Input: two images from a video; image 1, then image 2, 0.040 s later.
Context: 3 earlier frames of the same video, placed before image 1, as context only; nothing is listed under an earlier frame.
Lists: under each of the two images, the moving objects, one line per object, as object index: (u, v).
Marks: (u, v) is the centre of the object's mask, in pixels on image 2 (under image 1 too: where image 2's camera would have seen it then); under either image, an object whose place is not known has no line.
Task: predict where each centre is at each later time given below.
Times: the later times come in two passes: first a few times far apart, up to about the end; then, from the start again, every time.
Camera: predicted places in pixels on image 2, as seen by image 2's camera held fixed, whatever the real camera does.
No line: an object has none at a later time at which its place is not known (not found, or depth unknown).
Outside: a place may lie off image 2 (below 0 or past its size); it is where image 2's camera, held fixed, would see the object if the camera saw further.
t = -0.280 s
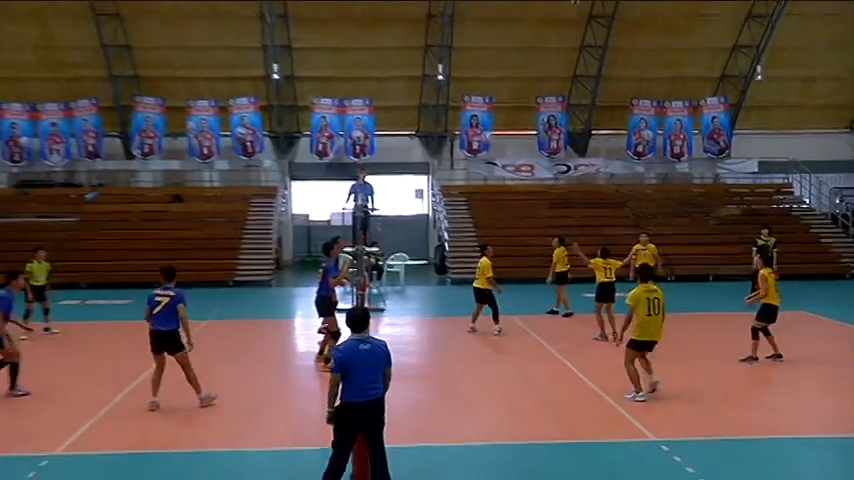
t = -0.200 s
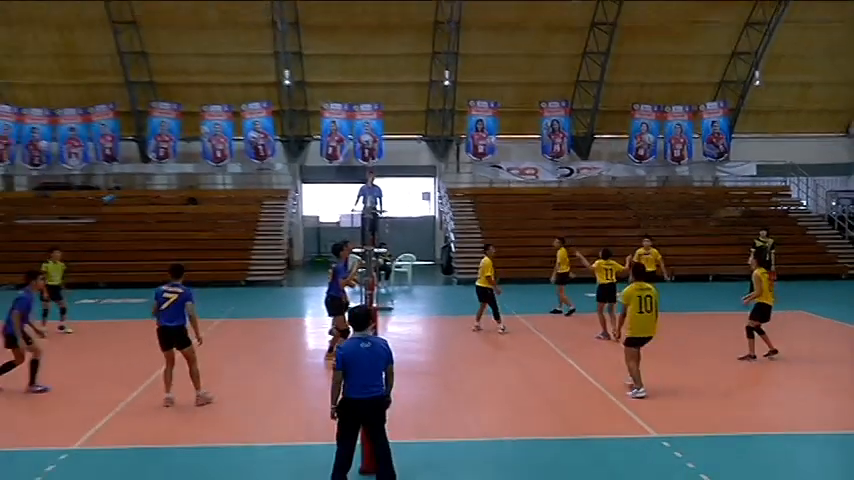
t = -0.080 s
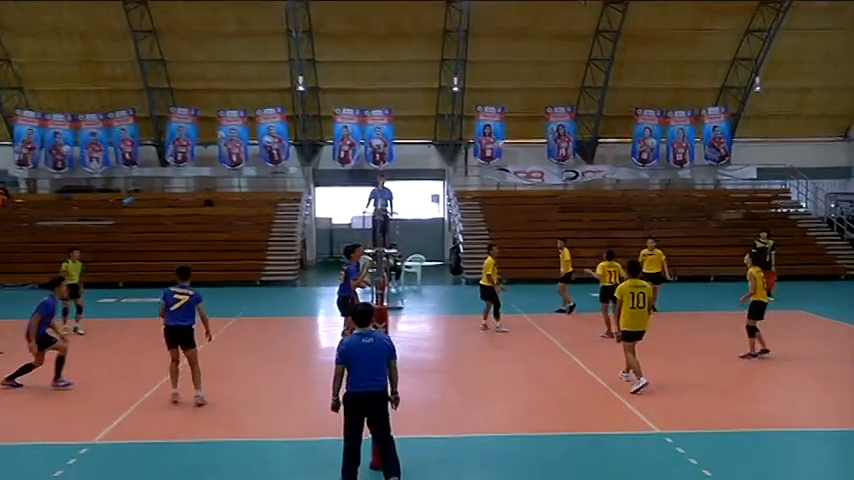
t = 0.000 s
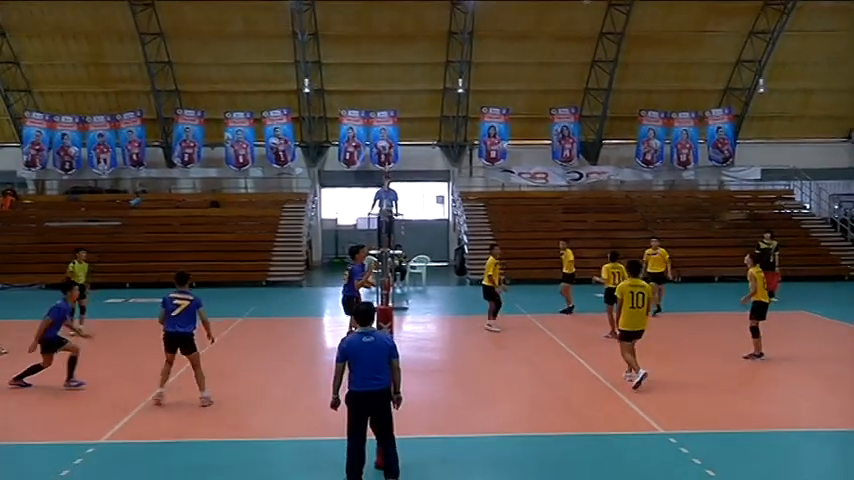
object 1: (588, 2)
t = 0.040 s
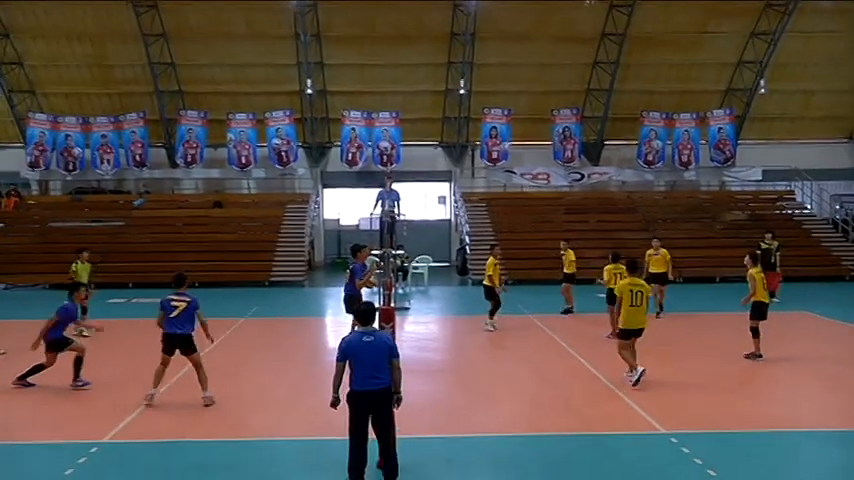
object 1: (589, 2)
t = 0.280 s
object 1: (589, 22)
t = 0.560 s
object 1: (589, 87)
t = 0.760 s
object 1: (589, 159)
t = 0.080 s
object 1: (589, 2)
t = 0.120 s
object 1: (589, 4)
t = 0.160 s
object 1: (589, 7)
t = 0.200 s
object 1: (589, 11)
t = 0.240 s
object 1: (589, 17)
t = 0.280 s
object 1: (589, 22)
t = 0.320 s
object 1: (589, 29)
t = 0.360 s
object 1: (589, 36)
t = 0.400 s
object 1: (589, 44)
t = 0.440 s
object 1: (589, 53)
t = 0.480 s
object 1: (589, 63)
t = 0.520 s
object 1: (589, 74)
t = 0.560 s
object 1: (589, 87)
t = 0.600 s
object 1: (589, 100)
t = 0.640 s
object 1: (588, 113)
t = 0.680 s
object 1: (589, 128)
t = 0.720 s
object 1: (589, 144)
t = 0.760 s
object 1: (589, 159)
